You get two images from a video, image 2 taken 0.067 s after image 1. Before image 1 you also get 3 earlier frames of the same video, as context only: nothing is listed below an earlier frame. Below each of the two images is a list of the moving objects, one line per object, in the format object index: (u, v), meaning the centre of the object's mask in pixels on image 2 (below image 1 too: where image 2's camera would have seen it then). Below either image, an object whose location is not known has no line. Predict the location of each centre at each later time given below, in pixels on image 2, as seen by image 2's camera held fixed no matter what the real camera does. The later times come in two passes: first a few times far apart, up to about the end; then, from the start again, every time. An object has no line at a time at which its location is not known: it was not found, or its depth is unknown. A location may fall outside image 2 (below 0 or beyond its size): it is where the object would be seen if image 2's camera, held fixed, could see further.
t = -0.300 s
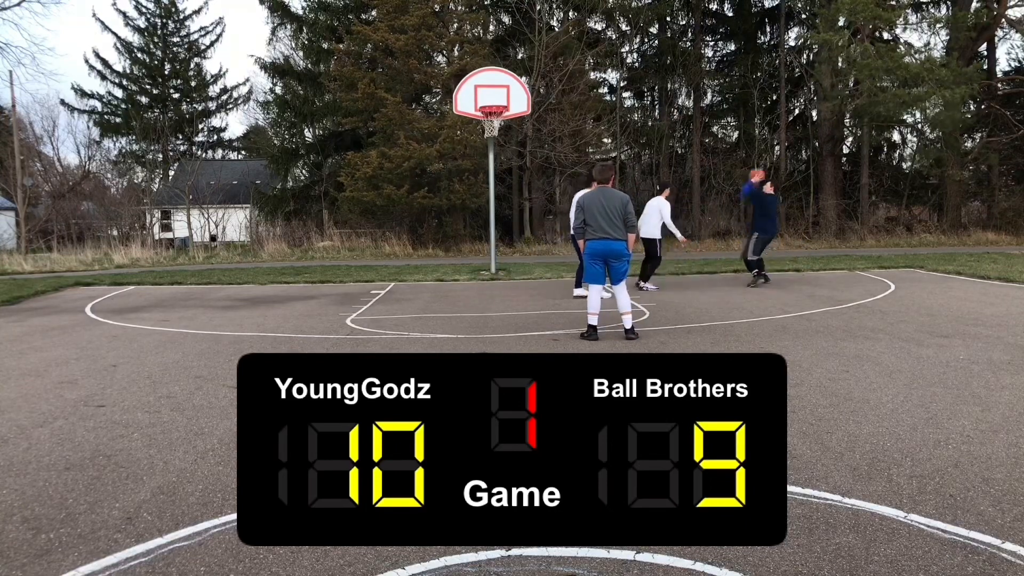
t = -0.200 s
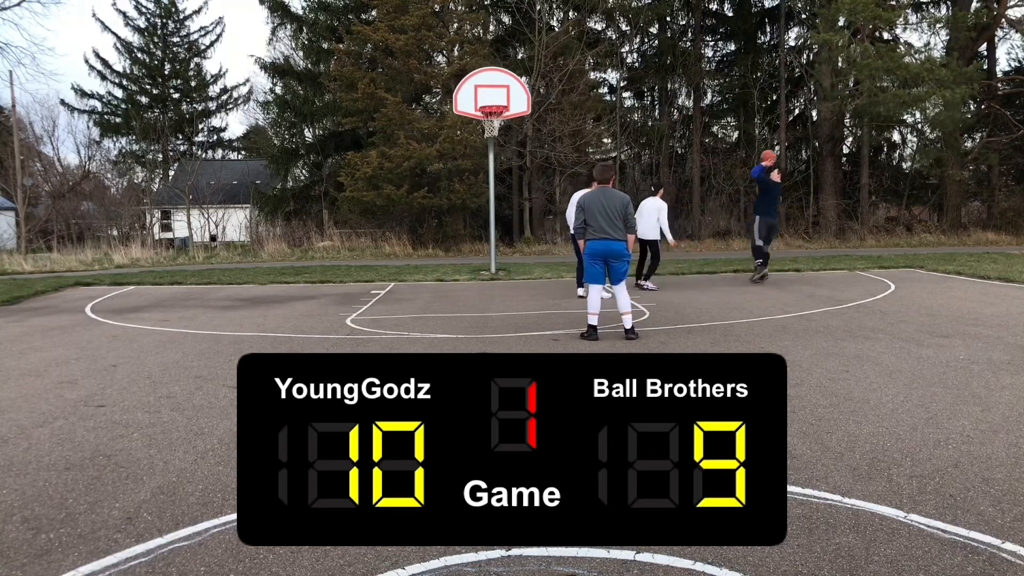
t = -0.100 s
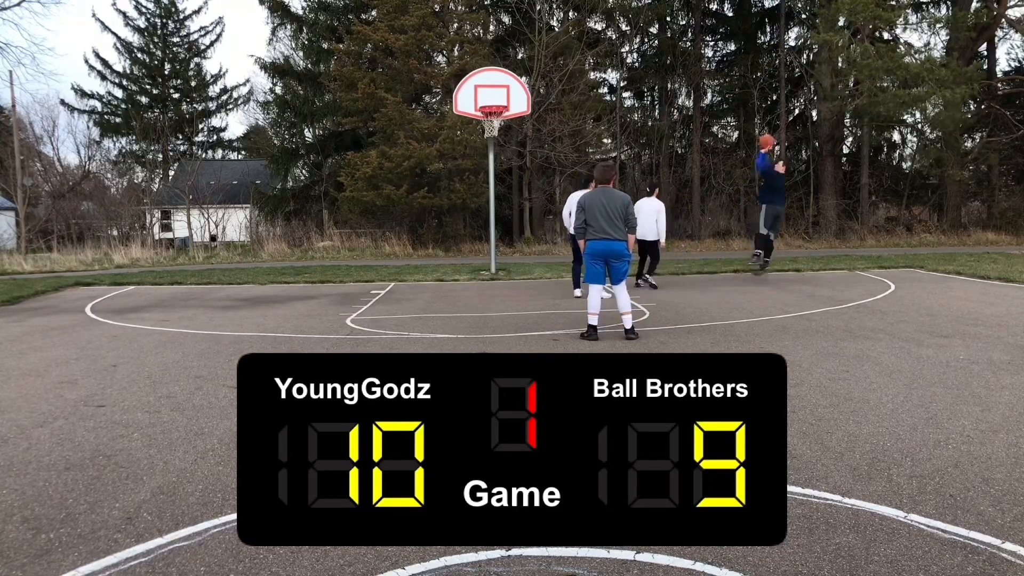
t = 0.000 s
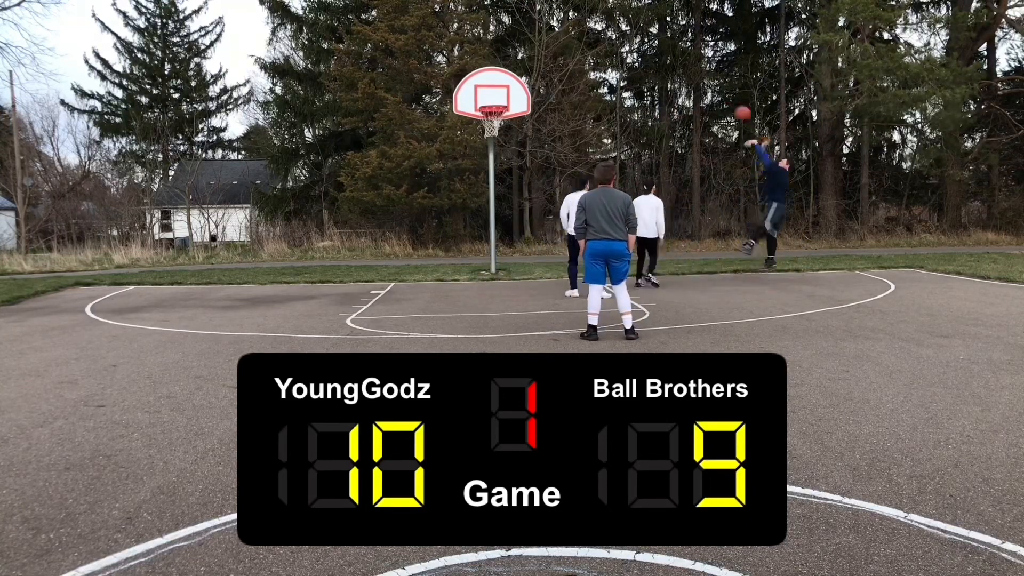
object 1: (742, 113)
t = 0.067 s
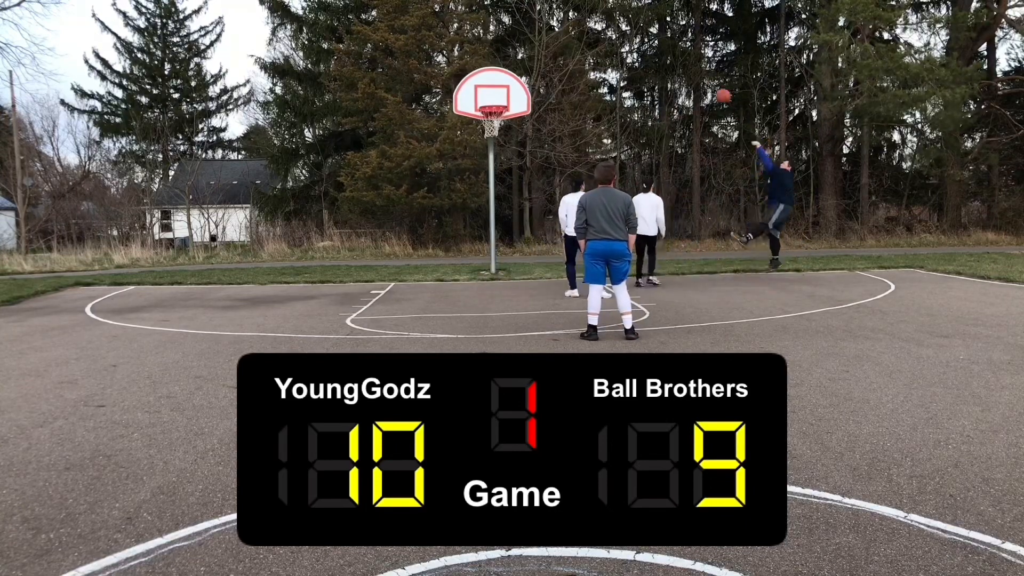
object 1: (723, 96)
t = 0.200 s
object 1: (684, 70)
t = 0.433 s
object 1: (618, 52)
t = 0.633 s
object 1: (563, 61)
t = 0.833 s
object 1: (510, 94)
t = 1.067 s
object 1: (476, 78)
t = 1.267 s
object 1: (449, 76)
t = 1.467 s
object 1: (423, 98)
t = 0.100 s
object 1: (713, 88)
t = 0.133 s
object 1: (703, 81)
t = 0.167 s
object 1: (693, 76)
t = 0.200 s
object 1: (684, 70)
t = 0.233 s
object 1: (674, 65)
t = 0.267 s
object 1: (665, 62)
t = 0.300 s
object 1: (656, 58)
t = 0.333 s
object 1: (646, 56)
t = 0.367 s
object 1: (637, 54)
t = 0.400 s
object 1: (627, 52)
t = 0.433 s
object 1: (618, 52)
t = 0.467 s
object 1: (609, 52)
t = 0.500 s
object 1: (599, 52)
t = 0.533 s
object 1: (591, 53)
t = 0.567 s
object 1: (581, 54)
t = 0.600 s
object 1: (572, 58)
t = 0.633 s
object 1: (563, 61)
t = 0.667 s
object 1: (554, 65)
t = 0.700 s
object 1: (545, 70)
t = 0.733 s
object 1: (536, 75)
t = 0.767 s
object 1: (528, 81)
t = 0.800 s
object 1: (519, 88)
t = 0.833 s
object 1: (510, 94)
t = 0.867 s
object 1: (502, 101)
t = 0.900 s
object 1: (498, 97)
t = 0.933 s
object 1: (493, 92)
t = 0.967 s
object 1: (489, 87)
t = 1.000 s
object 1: (484, 83)
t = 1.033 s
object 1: (480, 80)
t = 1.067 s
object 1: (476, 78)
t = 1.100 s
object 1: (471, 76)
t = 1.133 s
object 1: (467, 74)
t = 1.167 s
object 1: (462, 74)
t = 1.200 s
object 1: (458, 74)
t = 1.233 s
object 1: (454, 74)
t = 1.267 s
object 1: (449, 76)
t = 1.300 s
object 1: (445, 78)
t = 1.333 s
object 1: (440, 81)
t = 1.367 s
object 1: (435, 84)
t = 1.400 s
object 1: (432, 88)
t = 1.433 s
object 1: (427, 92)
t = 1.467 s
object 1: (423, 98)
